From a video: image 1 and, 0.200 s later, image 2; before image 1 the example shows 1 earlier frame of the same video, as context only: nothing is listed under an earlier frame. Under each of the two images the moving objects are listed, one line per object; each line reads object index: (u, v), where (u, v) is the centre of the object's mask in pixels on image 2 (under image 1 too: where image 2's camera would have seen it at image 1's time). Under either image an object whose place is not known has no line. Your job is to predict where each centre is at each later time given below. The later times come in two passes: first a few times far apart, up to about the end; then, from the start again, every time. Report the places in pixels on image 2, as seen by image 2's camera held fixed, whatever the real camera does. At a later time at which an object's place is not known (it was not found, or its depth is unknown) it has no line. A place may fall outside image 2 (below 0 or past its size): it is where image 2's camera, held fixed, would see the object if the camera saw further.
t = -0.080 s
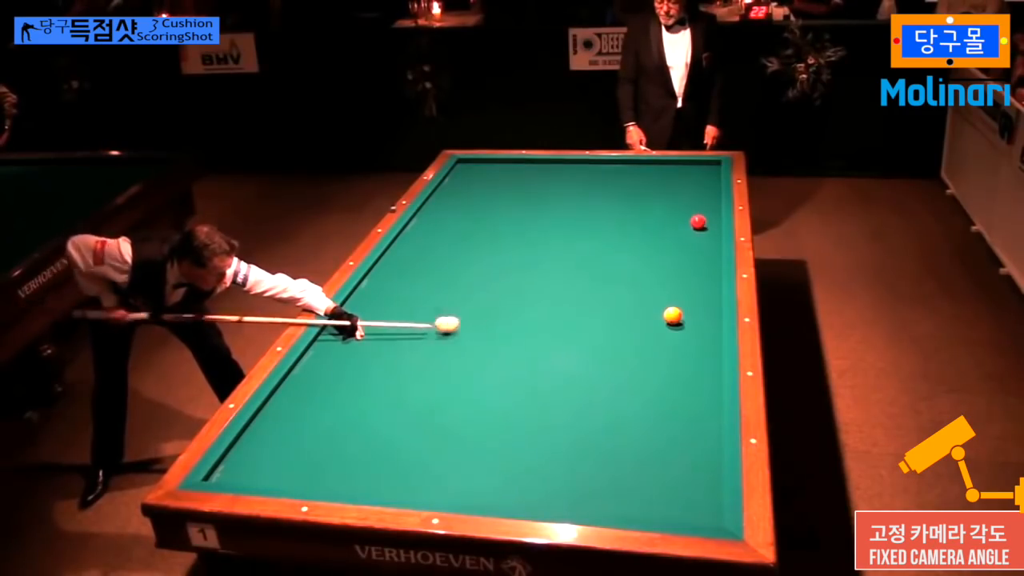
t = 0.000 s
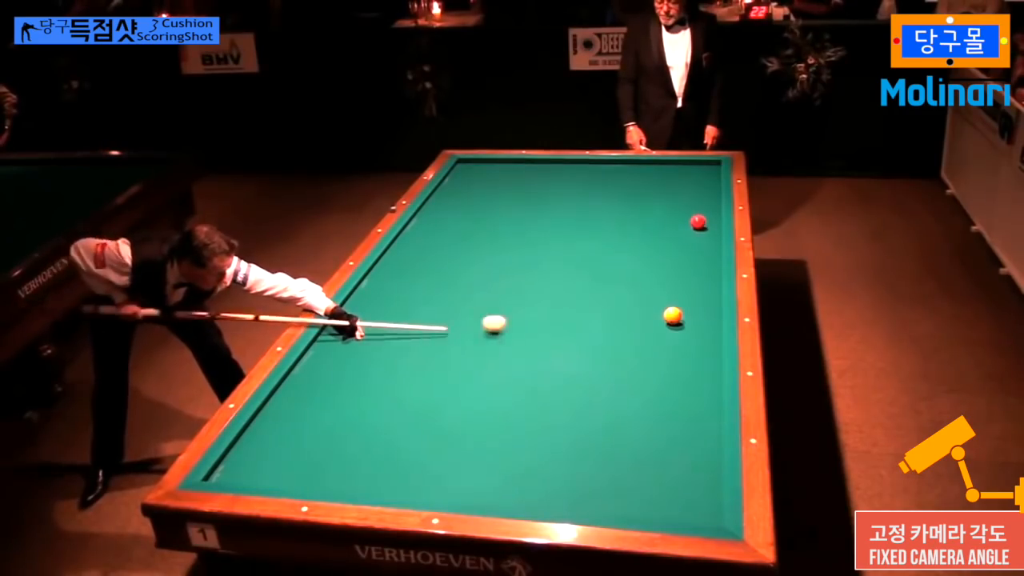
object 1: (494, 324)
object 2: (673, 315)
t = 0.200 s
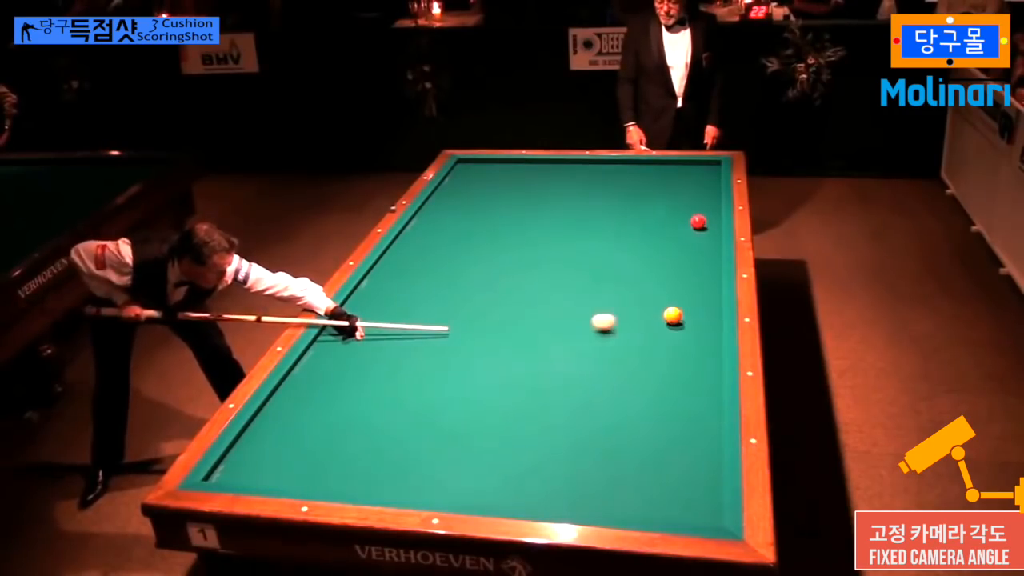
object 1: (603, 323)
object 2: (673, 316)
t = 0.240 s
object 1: (626, 322)
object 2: (673, 315)
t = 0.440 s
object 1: (712, 338)
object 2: (697, 300)
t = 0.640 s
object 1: (654, 361)
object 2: (708, 285)
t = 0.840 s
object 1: (602, 382)
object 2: (697, 273)
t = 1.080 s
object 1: (538, 411)
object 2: (685, 259)
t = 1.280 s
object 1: (481, 436)
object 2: (675, 249)
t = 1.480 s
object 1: (421, 463)
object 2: (667, 239)
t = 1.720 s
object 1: (350, 482)
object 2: (656, 228)
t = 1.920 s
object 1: (317, 460)
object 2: (649, 220)
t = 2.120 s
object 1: (286, 440)
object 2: (642, 212)
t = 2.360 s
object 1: (264, 419)
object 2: (633, 203)
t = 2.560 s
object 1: (299, 404)
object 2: (627, 197)
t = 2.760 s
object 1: (331, 390)
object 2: (621, 190)
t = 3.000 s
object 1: (367, 374)
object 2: (615, 183)
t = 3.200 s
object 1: (395, 362)
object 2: (609, 177)
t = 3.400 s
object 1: (422, 350)
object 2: (605, 172)
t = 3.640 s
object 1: (452, 337)
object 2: (599, 166)
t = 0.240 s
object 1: (626, 322)
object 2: (673, 315)
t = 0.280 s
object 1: (648, 322)
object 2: (673, 315)
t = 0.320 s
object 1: (667, 324)
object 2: (677, 312)
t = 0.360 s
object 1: (681, 329)
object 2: (684, 309)
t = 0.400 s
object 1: (696, 334)
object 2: (691, 304)
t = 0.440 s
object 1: (712, 338)
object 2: (697, 300)
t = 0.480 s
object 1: (704, 343)
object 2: (704, 297)
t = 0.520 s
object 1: (690, 347)
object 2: (709, 293)
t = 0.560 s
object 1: (677, 352)
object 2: (714, 290)
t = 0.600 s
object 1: (665, 356)
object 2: (711, 287)
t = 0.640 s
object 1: (654, 361)
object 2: (708, 285)
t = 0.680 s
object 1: (643, 365)
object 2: (706, 282)
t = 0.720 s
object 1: (633, 369)
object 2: (704, 280)
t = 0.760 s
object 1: (623, 374)
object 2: (701, 277)
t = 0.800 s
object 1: (613, 378)
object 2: (699, 275)
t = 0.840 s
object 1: (602, 382)
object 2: (697, 273)
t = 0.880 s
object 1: (592, 387)
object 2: (695, 270)
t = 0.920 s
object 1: (581, 392)
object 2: (693, 268)
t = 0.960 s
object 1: (571, 396)
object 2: (691, 266)
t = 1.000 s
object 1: (560, 401)
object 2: (689, 264)
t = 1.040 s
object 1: (549, 406)
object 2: (687, 261)
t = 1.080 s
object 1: (538, 411)
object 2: (685, 259)
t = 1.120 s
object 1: (527, 416)
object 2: (683, 257)
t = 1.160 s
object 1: (516, 421)
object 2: (681, 255)
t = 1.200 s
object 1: (505, 426)
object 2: (679, 253)
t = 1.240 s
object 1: (493, 431)
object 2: (677, 251)
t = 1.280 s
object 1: (481, 436)
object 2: (675, 249)
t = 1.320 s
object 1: (470, 442)
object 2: (674, 247)
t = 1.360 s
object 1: (458, 447)
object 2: (672, 245)
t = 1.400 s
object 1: (445, 452)
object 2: (670, 243)
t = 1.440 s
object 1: (433, 458)
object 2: (668, 241)
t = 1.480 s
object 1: (421, 463)
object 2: (667, 239)
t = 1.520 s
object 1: (408, 469)
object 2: (665, 237)
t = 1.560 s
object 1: (395, 475)
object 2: (663, 235)
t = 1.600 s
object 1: (382, 481)
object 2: (661, 234)
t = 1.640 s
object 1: (369, 484)
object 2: (660, 232)
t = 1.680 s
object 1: (357, 486)
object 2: (658, 230)
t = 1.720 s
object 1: (350, 482)
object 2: (656, 228)
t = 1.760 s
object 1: (344, 478)
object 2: (655, 227)
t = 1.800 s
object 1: (337, 474)
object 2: (653, 225)
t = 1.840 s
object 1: (330, 469)
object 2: (652, 223)
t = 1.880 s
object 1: (324, 465)
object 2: (650, 222)
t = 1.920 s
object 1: (317, 460)
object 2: (649, 220)
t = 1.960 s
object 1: (311, 456)
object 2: (647, 218)
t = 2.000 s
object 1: (305, 452)
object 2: (646, 217)
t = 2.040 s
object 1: (298, 448)
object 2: (645, 215)
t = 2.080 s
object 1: (293, 444)
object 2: (643, 214)
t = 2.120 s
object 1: (286, 440)
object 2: (642, 212)
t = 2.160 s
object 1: (281, 437)
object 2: (640, 211)
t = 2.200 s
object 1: (275, 433)
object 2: (639, 209)
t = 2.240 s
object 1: (269, 429)
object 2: (638, 208)
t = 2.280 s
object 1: (264, 425)
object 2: (636, 206)
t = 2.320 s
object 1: (258, 422)
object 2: (635, 205)
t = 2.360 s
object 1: (264, 419)
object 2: (633, 203)
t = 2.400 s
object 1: (272, 416)
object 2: (632, 202)
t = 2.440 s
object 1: (279, 412)
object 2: (631, 201)
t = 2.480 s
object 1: (286, 409)
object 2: (630, 199)
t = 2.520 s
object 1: (293, 407)
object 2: (628, 198)
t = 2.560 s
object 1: (299, 404)
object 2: (627, 197)
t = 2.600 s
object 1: (306, 401)
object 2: (626, 195)
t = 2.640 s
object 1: (312, 398)
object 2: (625, 194)
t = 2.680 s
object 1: (319, 395)
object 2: (624, 193)
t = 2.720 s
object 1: (325, 393)
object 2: (622, 192)
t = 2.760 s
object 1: (331, 390)
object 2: (621, 190)
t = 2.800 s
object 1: (337, 387)
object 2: (620, 189)
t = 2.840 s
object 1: (343, 384)
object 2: (619, 188)
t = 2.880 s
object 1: (349, 382)
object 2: (618, 187)
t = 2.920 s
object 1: (355, 379)
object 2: (617, 185)
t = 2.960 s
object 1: (361, 376)
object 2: (616, 184)
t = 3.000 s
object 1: (367, 374)
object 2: (615, 183)
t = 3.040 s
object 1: (373, 372)
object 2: (614, 182)
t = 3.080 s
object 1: (378, 369)
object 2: (613, 181)
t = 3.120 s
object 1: (384, 367)
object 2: (612, 180)
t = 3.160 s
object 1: (390, 364)
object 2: (610, 179)
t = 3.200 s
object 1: (395, 362)
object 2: (609, 177)
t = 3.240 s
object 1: (401, 359)
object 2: (609, 176)
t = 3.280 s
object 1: (406, 357)
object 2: (608, 175)
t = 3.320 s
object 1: (411, 355)
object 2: (607, 174)
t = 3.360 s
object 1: (417, 353)
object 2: (606, 173)
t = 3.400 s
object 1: (422, 350)
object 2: (605, 172)
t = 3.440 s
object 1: (427, 348)
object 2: (604, 171)
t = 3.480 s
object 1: (432, 346)
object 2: (603, 170)
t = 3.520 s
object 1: (437, 344)
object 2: (602, 169)
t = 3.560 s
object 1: (442, 341)
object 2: (601, 168)
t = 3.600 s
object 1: (447, 339)
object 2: (600, 167)
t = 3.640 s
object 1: (452, 337)
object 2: (599, 166)
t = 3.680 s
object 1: (457, 335)
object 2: (598, 165)
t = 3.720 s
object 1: (462, 333)
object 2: (597, 164)
